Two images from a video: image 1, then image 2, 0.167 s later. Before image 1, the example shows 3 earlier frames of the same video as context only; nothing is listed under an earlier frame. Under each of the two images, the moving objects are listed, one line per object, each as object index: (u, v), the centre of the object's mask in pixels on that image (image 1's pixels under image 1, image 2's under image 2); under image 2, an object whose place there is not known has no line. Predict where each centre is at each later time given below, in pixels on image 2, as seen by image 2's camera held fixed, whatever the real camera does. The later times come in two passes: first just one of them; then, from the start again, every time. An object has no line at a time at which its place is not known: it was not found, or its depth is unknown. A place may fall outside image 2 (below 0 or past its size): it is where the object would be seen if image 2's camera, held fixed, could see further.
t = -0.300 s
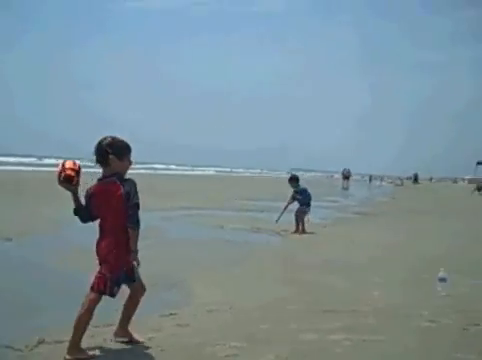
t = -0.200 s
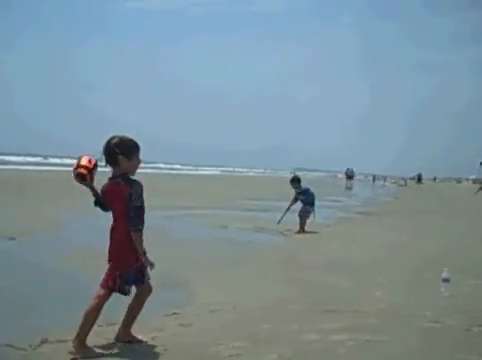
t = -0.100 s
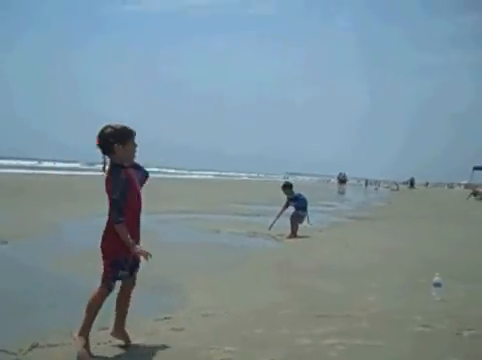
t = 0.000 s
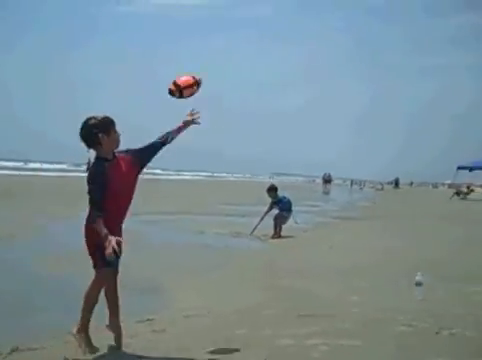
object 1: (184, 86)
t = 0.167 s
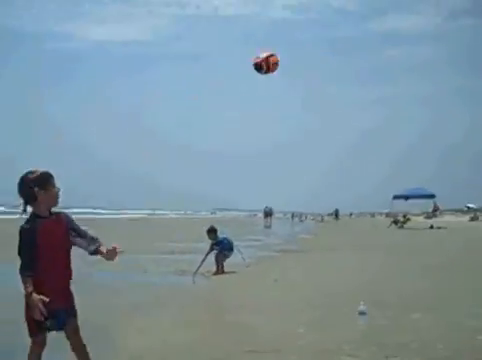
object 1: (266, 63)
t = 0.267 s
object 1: (347, 50)
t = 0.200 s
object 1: (293, 57)
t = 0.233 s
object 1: (320, 52)
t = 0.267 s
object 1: (347, 50)
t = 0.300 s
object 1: (374, 49)
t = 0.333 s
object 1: (399, 52)
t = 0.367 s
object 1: (423, 55)
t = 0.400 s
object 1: (449, 60)
